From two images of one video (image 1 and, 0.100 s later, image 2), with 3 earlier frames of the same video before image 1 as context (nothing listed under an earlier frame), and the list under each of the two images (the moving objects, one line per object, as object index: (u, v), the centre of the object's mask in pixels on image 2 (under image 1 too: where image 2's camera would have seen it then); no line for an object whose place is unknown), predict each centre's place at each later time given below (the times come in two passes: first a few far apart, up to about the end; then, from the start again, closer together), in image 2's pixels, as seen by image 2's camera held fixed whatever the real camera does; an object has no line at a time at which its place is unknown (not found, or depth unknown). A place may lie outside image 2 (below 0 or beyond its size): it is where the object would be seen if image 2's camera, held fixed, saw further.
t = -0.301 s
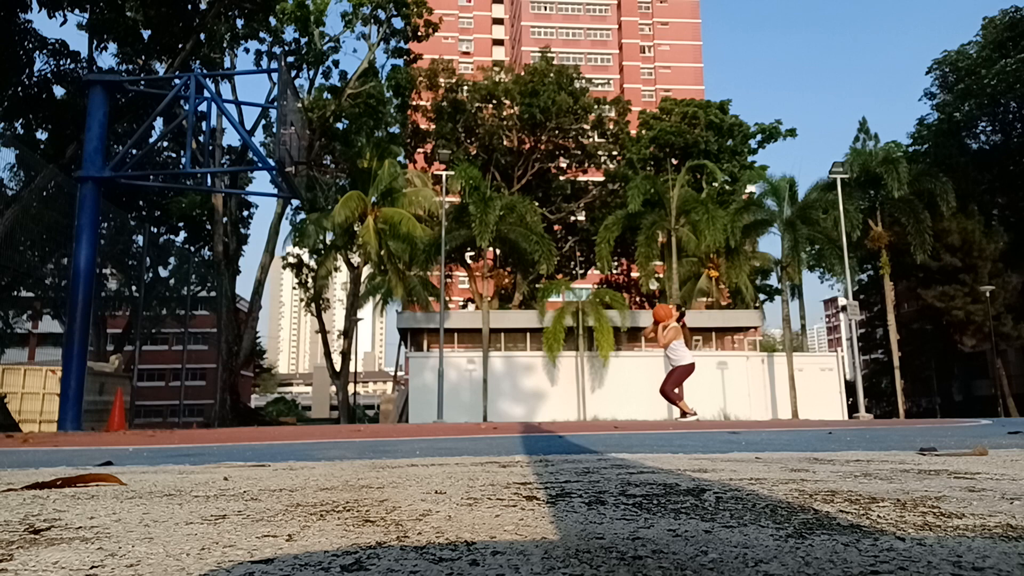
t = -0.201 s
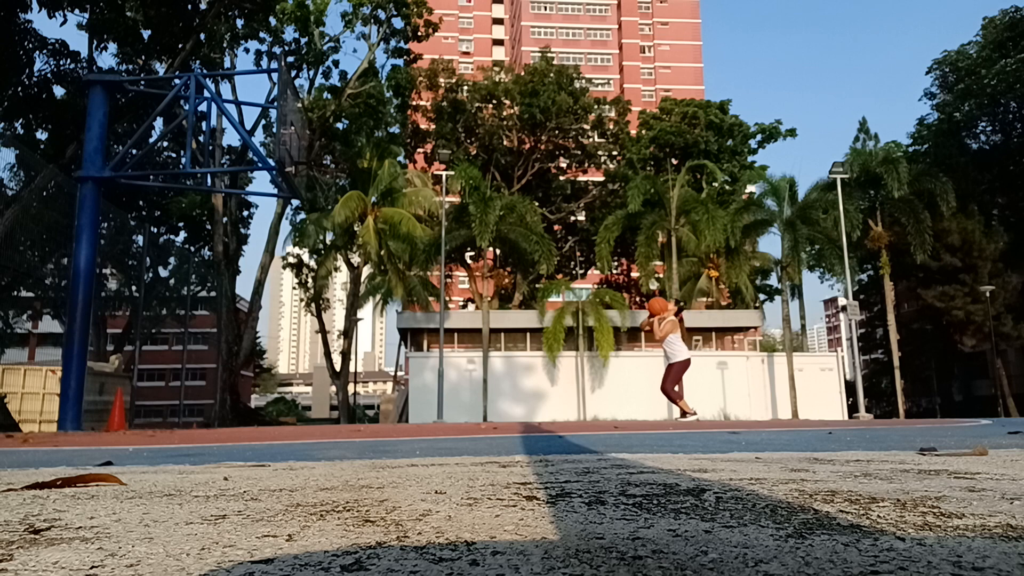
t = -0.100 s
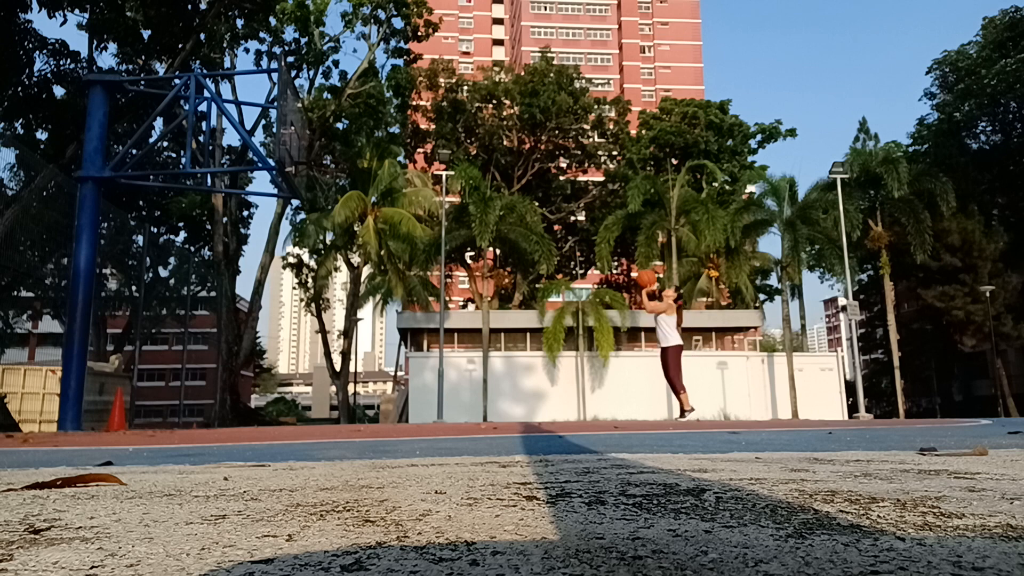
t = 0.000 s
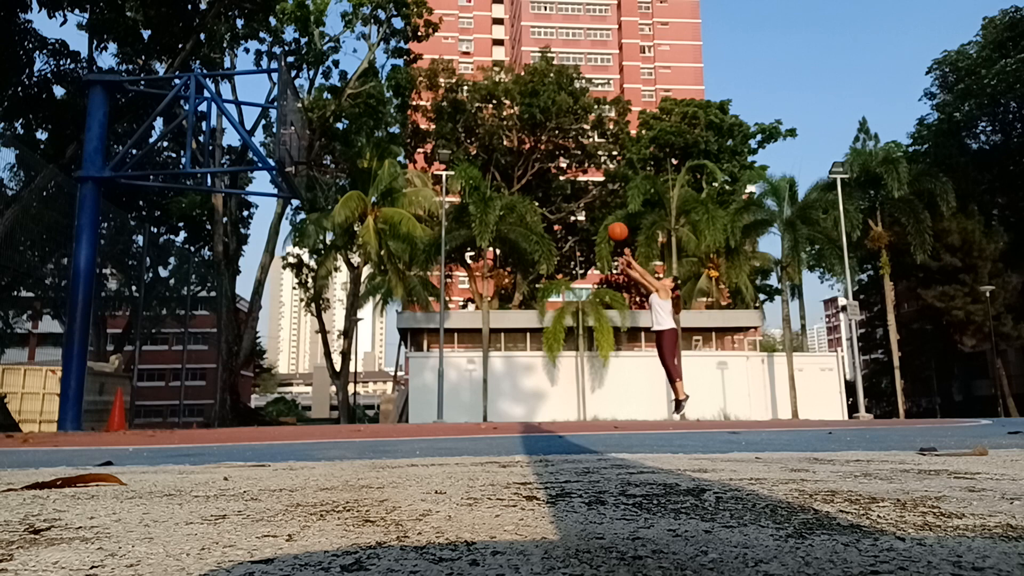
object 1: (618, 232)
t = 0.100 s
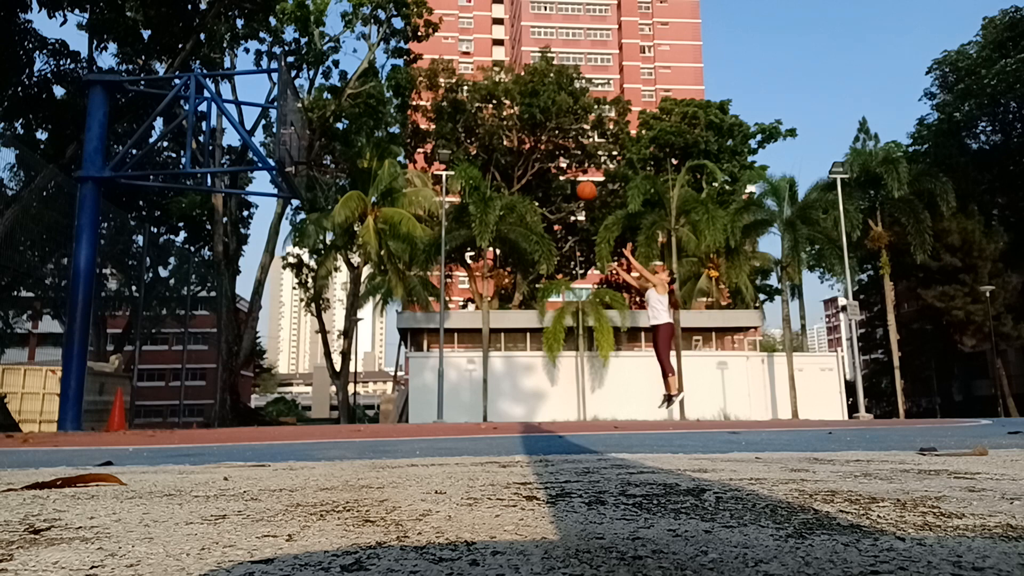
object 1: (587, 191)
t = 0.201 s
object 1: (556, 159)
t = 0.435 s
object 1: (487, 114)
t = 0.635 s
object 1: (429, 107)
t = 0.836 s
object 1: (370, 131)
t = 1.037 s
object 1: (314, 178)
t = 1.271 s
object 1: (307, 197)
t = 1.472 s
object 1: (313, 250)
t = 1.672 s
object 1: (318, 337)
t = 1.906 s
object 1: (328, 369)
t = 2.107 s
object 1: (344, 297)
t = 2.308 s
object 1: (356, 260)
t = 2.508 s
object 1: (369, 254)
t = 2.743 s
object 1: (384, 290)
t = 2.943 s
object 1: (395, 359)
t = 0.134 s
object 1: (576, 179)
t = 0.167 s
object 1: (566, 169)
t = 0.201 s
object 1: (556, 159)
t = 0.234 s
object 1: (546, 150)
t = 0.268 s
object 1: (536, 142)
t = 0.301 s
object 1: (527, 135)
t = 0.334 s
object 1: (517, 128)
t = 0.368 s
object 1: (507, 123)
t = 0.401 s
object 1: (497, 118)
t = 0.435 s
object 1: (487, 114)
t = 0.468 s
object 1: (478, 110)
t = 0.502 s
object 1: (468, 108)
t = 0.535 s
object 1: (459, 106)
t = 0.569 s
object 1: (449, 104)
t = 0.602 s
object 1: (438, 106)
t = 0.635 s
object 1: (429, 107)
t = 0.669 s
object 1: (419, 108)
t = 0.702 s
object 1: (410, 111)
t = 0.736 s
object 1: (400, 115)
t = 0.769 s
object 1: (390, 120)
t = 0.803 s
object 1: (380, 125)
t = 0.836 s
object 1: (370, 131)
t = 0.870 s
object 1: (360, 138)
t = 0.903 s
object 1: (350, 146)
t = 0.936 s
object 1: (340, 154)
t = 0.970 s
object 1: (329, 164)
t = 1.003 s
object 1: (320, 175)
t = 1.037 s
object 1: (314, 178)
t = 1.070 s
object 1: (310, 179)
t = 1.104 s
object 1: (307, 180)
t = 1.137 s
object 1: (306, 181)
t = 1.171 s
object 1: (305, 184)
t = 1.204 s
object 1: (304, 187)
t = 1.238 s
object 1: (306, 192)
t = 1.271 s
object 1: (307, 197)
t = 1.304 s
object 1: (308, 204)
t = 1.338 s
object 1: (309, 211)
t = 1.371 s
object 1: (310, 220)
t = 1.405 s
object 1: (311, 228)
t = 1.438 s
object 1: (312, 239)
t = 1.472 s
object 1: (313, 250)
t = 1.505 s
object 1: (314, 262)
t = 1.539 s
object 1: (315, 275)
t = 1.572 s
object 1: (316, 290)
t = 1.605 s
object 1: (317, 304)
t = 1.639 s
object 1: (317, 320)
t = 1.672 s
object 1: (318, 337)
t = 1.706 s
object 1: (319, 355)
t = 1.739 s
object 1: (319, 375)
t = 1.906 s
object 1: (328, 369)
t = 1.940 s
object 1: (331, 355)
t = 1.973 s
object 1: (333, 341)
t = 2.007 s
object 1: (336, 329)
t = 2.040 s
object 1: (339, 318)
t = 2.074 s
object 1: (341, 307)
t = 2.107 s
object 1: (344, 297)
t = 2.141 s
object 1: (346, 289)
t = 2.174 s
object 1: (349, 281)
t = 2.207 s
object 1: (351, 274)
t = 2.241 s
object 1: (352, 269)
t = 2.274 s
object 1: (355, 263)
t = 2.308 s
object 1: (356, 260)
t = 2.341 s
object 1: (359, 257)
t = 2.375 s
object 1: (361, 254)
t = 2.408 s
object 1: (363, 253)
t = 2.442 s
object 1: (365, 253)
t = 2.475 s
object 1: (368, 253)
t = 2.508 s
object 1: (369, 254)
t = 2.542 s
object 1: (372, 256)
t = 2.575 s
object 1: (373, 260)
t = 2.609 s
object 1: (376, 263)
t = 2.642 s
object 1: (378, 269)
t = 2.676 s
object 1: (379, 275)
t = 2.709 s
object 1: (381, 282)
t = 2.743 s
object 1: (384, 290)
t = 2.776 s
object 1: (385, 299)
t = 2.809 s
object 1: (387, 309)
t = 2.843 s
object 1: (390, 320)
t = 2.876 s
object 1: (391, 332)
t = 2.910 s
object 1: (393, 345)
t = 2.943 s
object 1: (395, 359)
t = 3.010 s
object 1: (399, 391)
